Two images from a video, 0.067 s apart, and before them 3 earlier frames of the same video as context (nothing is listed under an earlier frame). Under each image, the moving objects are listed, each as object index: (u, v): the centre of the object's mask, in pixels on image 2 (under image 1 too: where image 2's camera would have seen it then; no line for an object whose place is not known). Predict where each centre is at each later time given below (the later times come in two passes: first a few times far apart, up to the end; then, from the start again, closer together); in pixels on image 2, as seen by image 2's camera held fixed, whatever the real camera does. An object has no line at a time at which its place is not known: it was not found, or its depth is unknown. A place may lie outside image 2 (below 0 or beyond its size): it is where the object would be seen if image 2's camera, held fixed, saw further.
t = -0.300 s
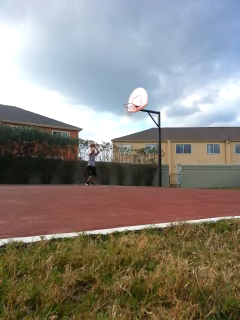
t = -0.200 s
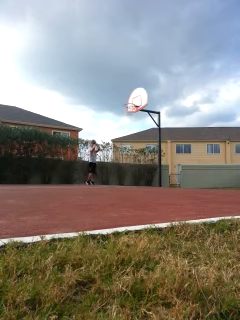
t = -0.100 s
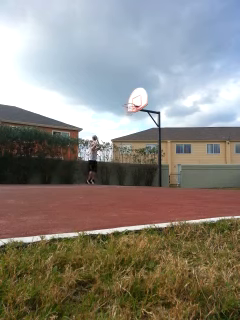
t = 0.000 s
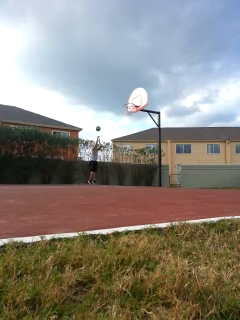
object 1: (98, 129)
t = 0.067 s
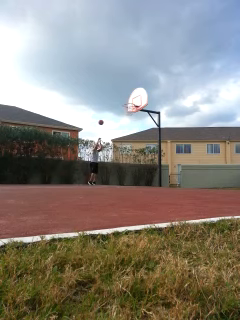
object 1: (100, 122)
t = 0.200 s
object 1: (106, 111)
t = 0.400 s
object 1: (116, 102)
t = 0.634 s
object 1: (126, 102)
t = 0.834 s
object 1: (131, 97)
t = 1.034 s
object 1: (134, 97)
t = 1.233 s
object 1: (138, 108)
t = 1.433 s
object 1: (141, 130)
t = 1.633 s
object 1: (143, 163)
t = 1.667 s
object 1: (145, 170)
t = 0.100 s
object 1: (102, 119)
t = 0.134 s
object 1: (103, 116)
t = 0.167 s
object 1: (105, 114)
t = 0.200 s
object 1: (106, 111)
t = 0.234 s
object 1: (108, 109)
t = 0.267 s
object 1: (109, 108)
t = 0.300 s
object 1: (111, 106)
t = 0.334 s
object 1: (112, 105)
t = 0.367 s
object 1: (114, 104)
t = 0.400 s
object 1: (116, 102)
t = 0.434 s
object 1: (117, 102)
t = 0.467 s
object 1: (119, 101)
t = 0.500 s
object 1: (120, 101)
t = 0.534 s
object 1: (122, 101)
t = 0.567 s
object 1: (124, 101)
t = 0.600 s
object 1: (125, 102)
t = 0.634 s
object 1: (126, 102)
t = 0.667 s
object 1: (127, 103)
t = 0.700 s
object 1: (129, 102)
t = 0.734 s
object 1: (130, 100)
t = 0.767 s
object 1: (130, 99)
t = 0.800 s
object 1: (131, 98)
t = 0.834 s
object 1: (131, 97)
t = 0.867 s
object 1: (132, 96)
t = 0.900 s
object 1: (132, 96)
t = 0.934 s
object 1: (133, 96)
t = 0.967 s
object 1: (133, 96)
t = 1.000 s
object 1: (134, 97)
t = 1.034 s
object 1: (134, 97)
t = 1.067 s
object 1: (135, 98)
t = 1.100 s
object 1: (135, 100)
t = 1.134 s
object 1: (136, 102)
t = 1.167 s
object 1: (136, 104)
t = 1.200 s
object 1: (137, 106)
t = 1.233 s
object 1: (138, 108)
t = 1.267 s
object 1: (139, 112)
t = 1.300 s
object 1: (139, 114)
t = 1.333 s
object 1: (139, 117)
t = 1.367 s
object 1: (140, 121)
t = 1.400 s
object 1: (141, 125)
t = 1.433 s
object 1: (141, 130)
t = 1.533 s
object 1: (142, 146)
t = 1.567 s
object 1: (143, 152)
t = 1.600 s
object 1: (144, 158)
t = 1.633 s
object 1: (143, 163)
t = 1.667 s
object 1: (145, 170)
